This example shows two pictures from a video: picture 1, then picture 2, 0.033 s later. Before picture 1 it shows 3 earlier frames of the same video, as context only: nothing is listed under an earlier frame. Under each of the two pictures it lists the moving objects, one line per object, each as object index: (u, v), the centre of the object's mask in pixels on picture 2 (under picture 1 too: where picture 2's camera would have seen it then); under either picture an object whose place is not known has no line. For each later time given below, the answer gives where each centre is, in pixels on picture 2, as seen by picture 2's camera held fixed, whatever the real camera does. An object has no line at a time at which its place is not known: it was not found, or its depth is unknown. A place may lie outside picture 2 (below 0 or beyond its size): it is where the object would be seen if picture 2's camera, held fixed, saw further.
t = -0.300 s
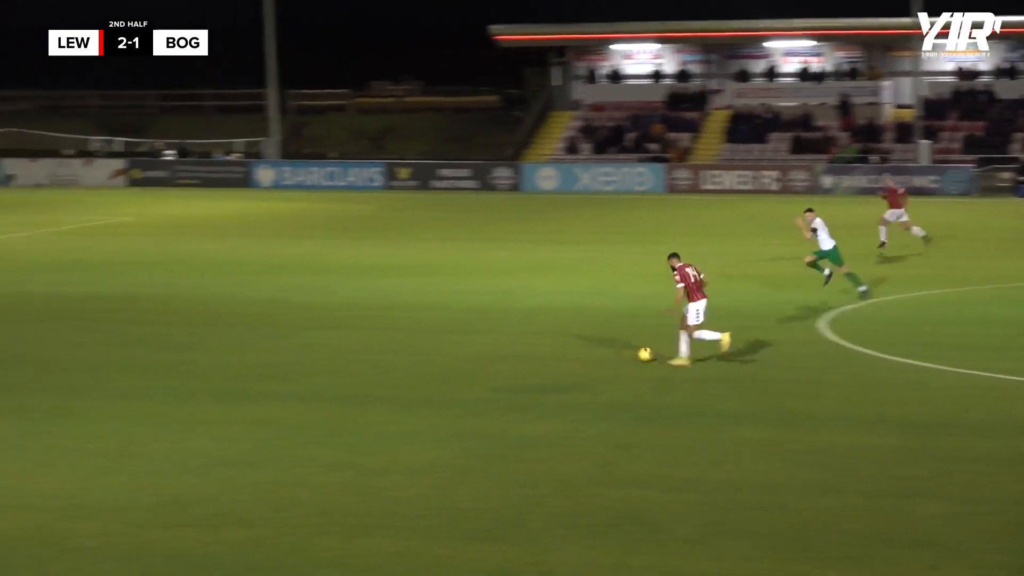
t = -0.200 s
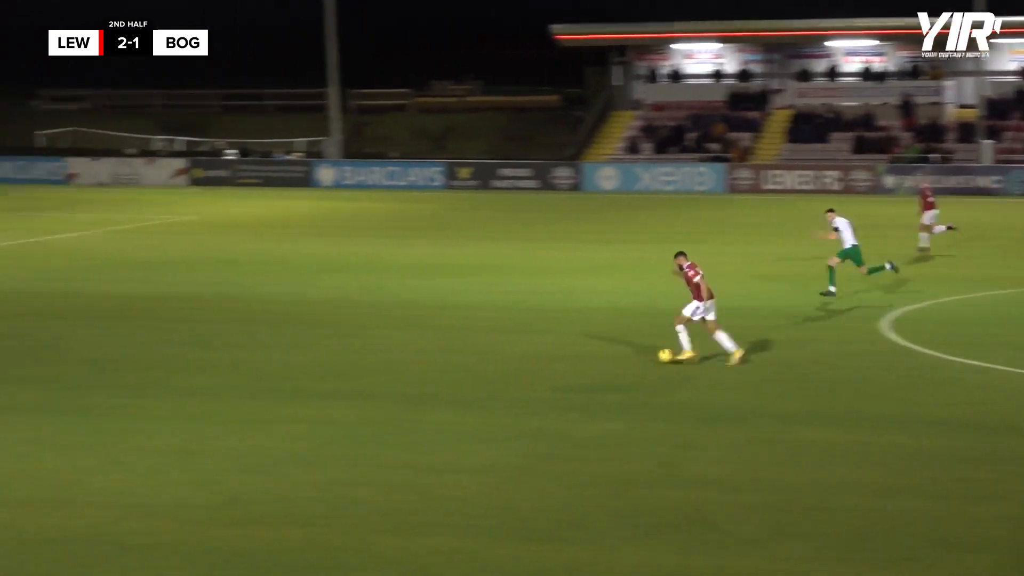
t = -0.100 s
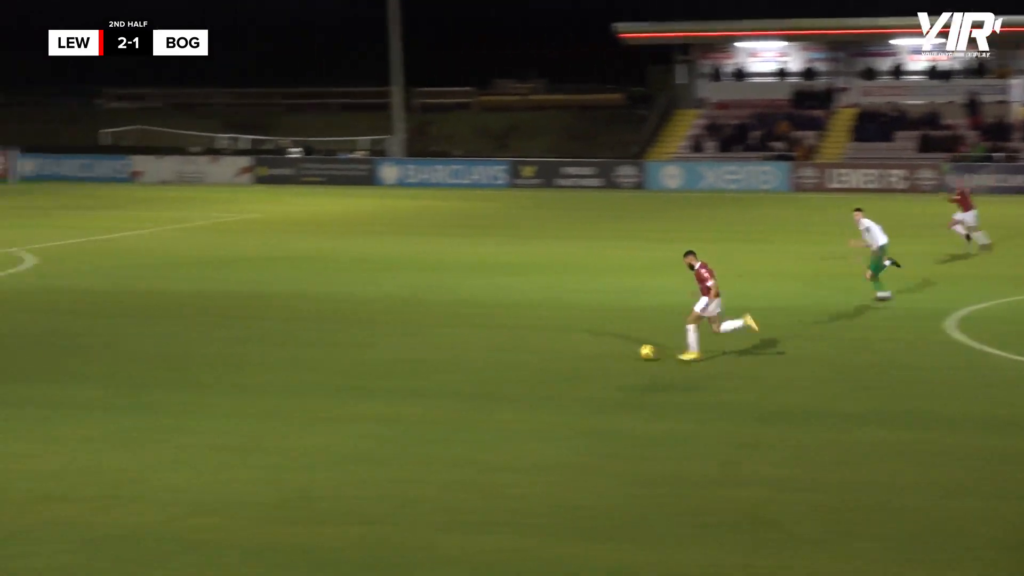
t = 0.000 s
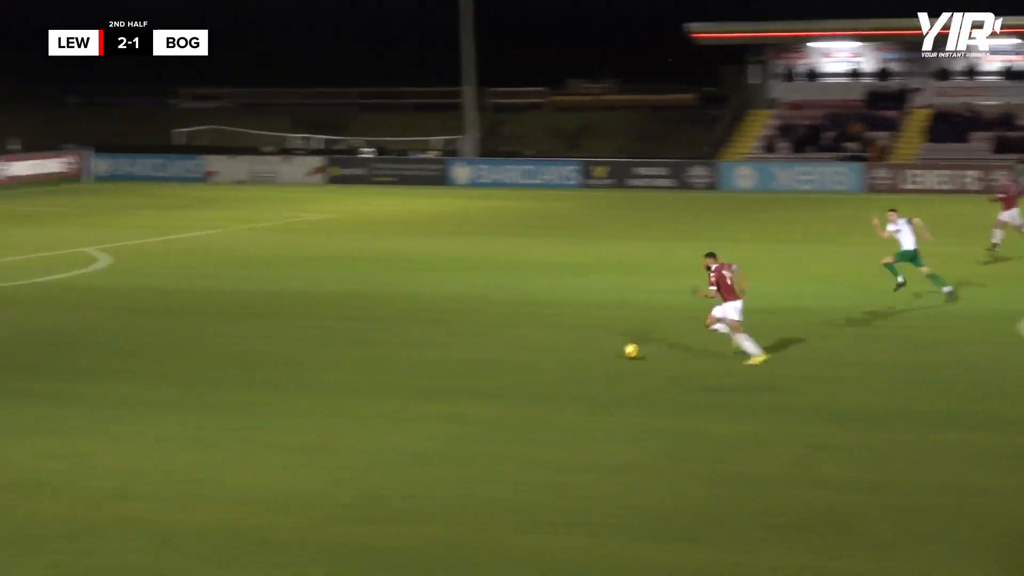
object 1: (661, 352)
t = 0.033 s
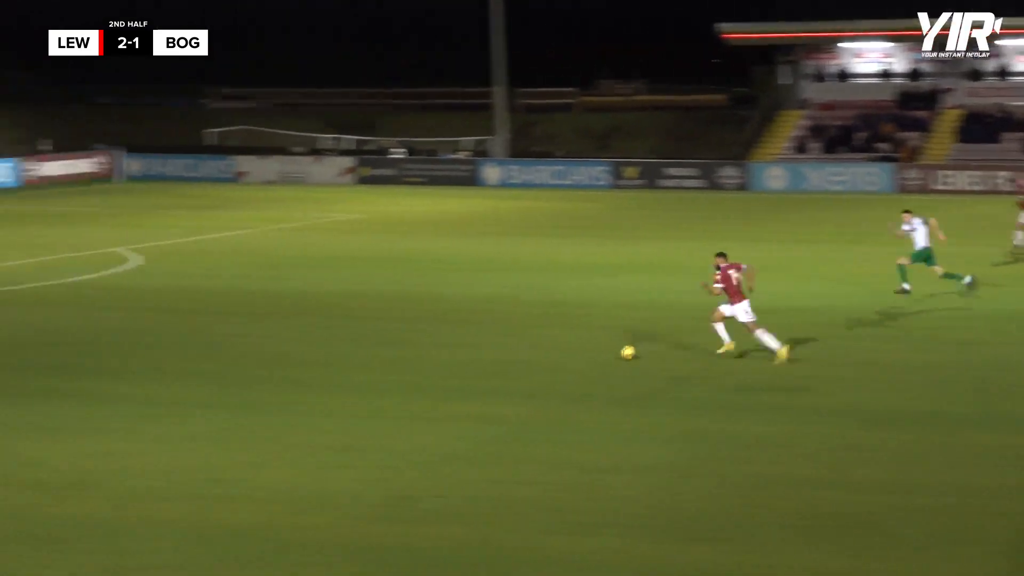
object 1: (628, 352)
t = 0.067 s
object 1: (612, 351)
